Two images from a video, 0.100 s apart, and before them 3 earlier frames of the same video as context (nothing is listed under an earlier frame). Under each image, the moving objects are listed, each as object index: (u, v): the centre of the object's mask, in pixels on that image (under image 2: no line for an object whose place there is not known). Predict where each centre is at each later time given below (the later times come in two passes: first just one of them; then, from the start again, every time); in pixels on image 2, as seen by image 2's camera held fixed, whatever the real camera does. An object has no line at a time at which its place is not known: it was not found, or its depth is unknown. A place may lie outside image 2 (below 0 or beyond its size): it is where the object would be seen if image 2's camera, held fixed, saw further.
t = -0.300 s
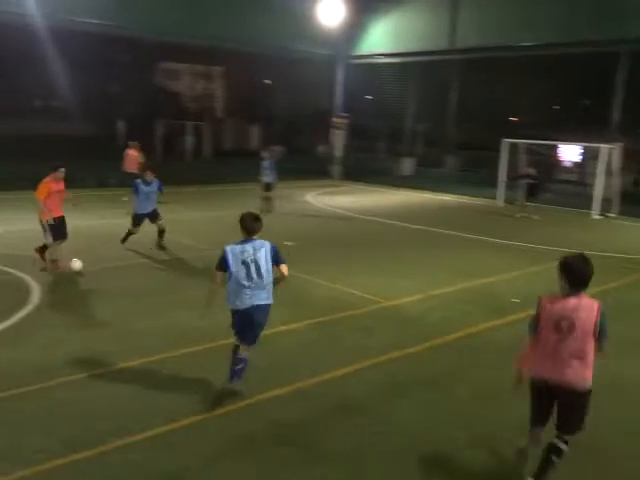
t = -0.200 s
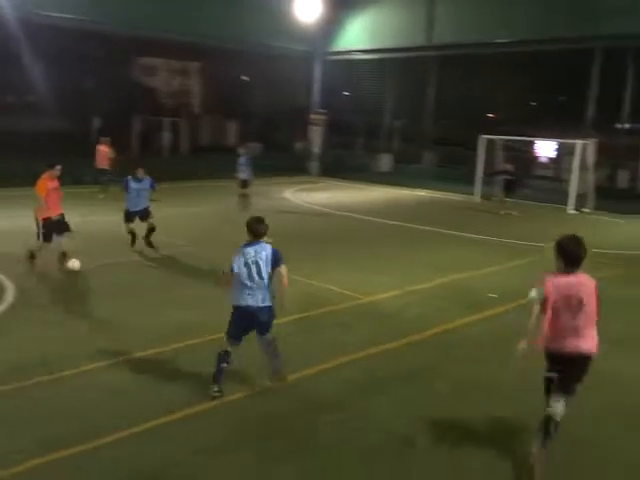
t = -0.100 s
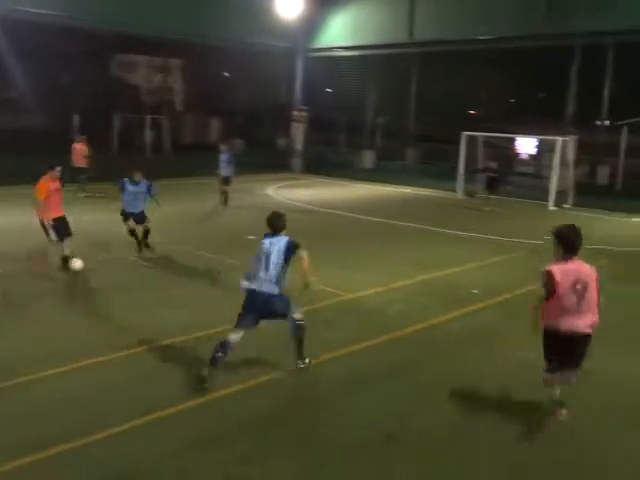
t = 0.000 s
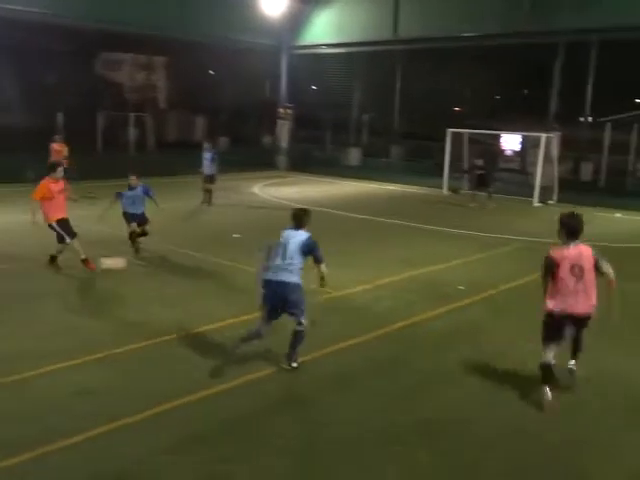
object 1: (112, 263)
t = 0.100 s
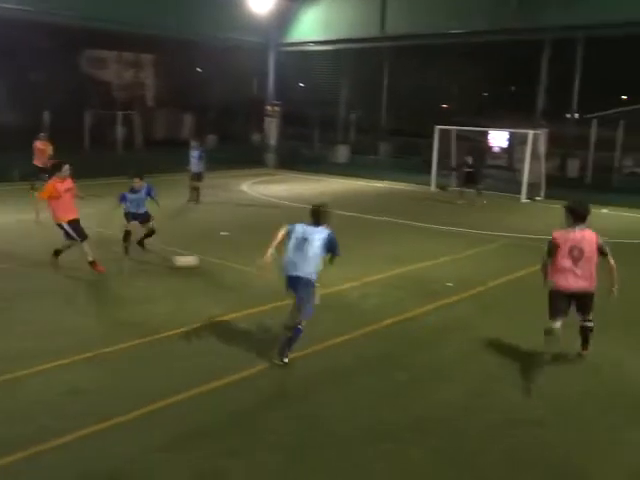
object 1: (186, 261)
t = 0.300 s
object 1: (326, 256)
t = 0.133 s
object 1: (212, 260)
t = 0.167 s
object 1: (238, 259)
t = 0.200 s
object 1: (261, 258)
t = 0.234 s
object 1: (283, 257)
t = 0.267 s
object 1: (306, 256)
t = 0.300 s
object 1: (326, 256)
